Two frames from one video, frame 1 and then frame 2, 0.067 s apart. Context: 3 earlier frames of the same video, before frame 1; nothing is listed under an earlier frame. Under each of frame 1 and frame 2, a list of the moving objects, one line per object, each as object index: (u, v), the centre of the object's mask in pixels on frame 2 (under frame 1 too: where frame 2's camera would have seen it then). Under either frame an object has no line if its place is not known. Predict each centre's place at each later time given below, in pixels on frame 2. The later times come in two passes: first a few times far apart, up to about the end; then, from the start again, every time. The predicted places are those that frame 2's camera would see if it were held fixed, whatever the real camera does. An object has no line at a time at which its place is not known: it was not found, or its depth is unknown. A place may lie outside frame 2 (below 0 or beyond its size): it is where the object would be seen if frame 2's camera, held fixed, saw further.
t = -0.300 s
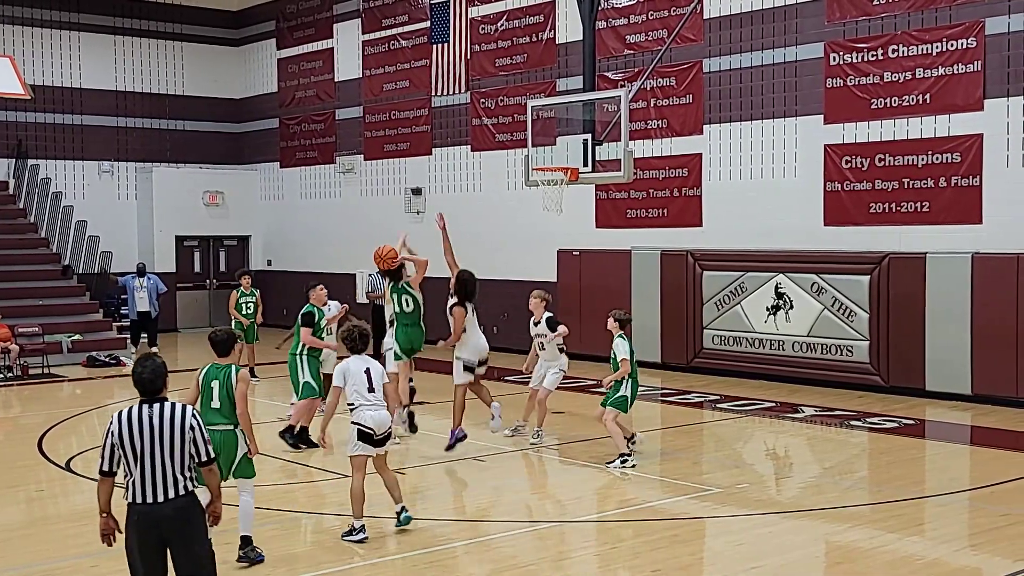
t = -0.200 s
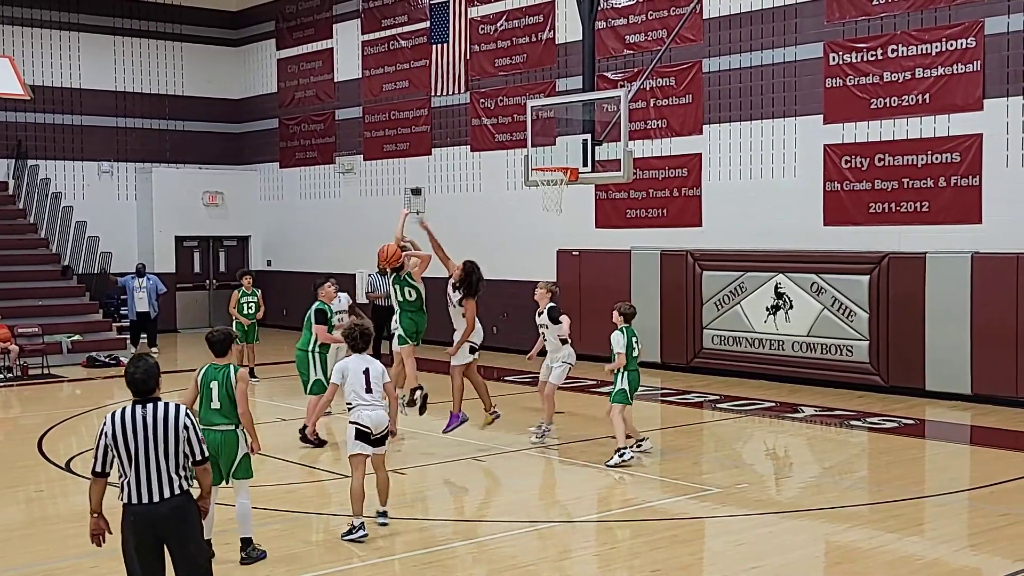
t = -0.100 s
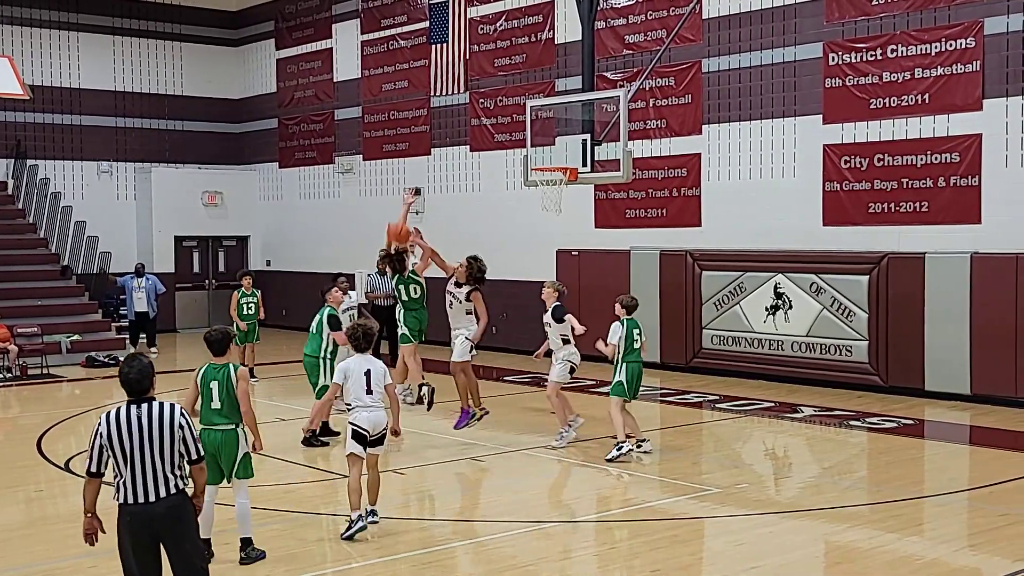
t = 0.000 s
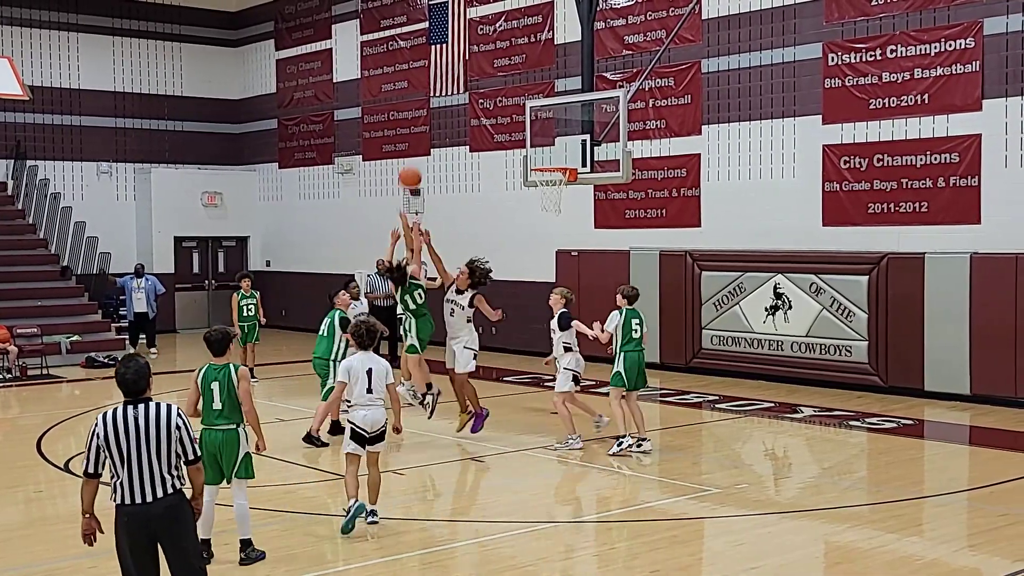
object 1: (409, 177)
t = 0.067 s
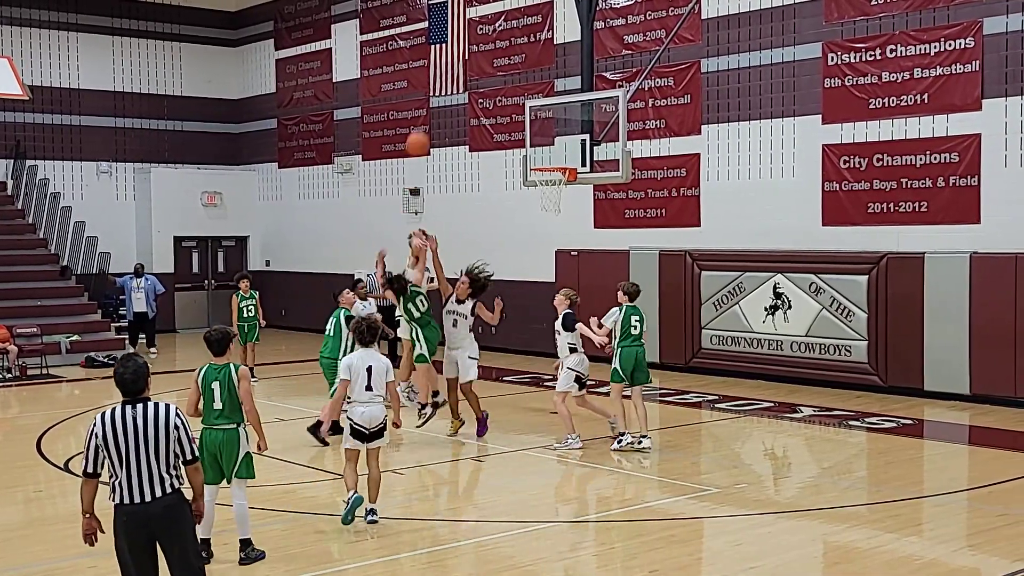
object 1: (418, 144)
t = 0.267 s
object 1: (441, 74)
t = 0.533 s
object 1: (472, 42)
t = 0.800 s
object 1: (501, 75)
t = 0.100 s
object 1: (421, 130)
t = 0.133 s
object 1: (425, 116)
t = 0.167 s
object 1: (429, 104)
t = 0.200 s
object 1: (433, 92)
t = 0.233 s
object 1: (437, 83)
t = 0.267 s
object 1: (441, 74)
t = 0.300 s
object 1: (446, 66)
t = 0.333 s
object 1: (450, 59)
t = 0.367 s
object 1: (453, 54)
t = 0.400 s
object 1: (457, 50)
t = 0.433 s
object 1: (461, 46)
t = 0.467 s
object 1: (465, 44)
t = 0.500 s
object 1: (468, 42)
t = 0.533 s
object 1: (472, 42)
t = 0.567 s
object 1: (476, 43)
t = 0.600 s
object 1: (480, 44)
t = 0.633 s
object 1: (483, 47)
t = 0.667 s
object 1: (486, 50)
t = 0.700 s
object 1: (490, 55)
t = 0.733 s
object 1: (494, 61)
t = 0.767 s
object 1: (498, 67)
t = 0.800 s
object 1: (501, 75)
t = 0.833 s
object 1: (505, 83)
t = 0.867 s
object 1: (508, 92)
